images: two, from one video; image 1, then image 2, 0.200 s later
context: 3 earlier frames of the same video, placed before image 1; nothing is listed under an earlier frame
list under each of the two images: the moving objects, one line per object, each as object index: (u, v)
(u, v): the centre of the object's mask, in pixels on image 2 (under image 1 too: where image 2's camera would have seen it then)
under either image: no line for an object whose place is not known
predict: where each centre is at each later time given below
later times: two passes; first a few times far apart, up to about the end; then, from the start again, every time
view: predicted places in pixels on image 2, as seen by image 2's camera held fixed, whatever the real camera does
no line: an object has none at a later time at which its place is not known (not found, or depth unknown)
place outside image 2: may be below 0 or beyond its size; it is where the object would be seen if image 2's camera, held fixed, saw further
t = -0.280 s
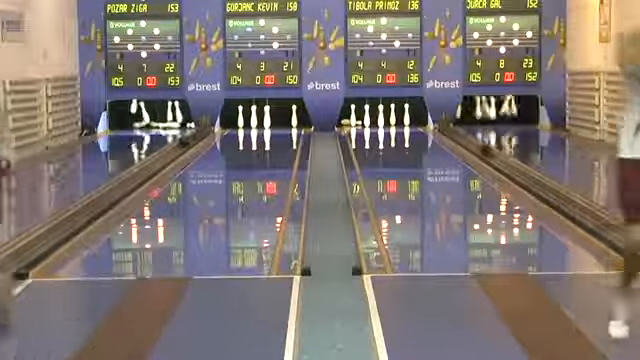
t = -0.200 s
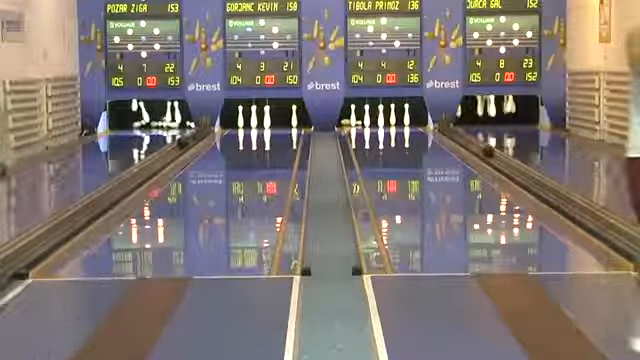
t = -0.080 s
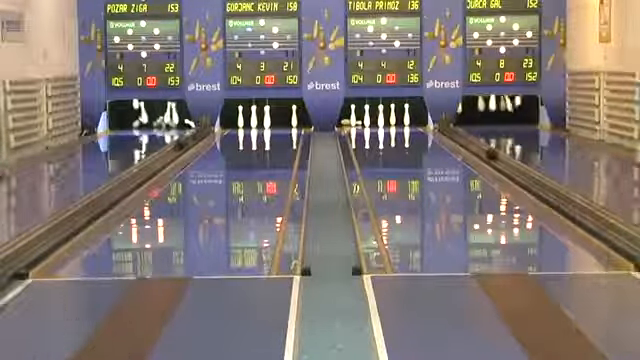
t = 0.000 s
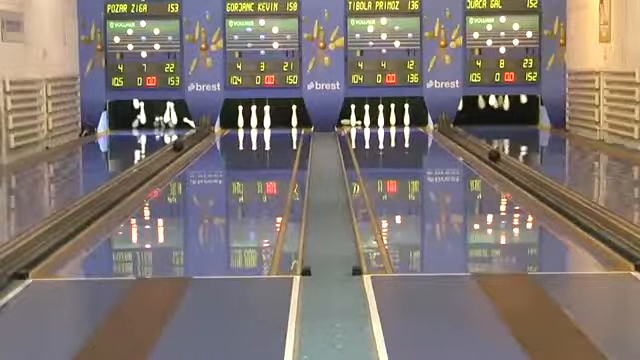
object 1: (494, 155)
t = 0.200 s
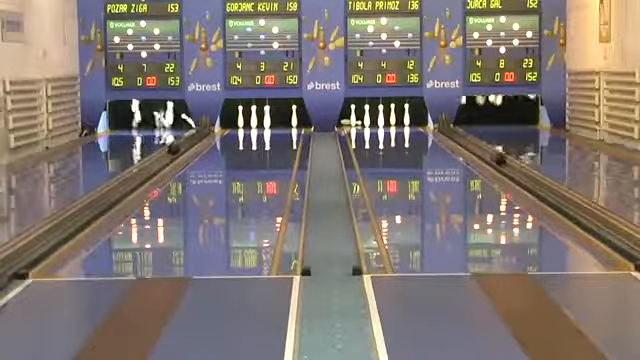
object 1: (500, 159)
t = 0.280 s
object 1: (503, 162)
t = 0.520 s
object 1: (512, 166)
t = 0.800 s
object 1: (521, 172)
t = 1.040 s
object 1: (535, 180)
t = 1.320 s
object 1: (546, 187)
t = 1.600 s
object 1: (562, 196)
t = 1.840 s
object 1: (577, 206)
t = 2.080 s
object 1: (593, 216)
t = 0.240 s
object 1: (502, 161)
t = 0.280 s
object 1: (503, 162)
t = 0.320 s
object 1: (505, 164)
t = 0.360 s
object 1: (505, 164)
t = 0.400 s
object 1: (508, 164)
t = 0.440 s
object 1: (509, 164)
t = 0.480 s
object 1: (511, 165)
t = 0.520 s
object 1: (512, 166)
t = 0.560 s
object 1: (515, 167)
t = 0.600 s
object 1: (515, 168)
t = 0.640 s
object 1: (517, 168)
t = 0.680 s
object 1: (518, 170)
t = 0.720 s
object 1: (519, 171)
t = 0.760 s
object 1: (520, 171)
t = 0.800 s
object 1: (521, 172)
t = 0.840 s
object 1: (524, 174)
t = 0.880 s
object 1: (526, 174)
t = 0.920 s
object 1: (528, 176)
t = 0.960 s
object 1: (531, 178)
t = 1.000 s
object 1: (531, 178)
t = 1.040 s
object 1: (535, 180)
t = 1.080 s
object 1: (536, 180)
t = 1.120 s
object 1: (536, 181)
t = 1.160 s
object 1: (539, 182)
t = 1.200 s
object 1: (542, 184)
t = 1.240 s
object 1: (543, 184)
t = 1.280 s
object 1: (545, 186)
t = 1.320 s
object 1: (546, 187)
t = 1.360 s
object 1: (548, 188)
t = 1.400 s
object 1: (549, 189)
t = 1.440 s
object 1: (553, 191)
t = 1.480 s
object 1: (554, 192)
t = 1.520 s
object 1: (558, 194)
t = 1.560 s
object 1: (559, 196)
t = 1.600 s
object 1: (562, 196)
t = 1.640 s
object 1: (566, 200)
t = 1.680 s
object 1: (568, 200)
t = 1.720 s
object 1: (570, 201)
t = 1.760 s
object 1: (572, 202)
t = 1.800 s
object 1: (575, 204)
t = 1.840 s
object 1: (577, 206)
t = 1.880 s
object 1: (580, 207)
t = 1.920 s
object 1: (582, 208)
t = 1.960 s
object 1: (584, 210)
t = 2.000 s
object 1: (587, 212)
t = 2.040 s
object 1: (589, 213)
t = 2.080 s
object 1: (593, 216)
